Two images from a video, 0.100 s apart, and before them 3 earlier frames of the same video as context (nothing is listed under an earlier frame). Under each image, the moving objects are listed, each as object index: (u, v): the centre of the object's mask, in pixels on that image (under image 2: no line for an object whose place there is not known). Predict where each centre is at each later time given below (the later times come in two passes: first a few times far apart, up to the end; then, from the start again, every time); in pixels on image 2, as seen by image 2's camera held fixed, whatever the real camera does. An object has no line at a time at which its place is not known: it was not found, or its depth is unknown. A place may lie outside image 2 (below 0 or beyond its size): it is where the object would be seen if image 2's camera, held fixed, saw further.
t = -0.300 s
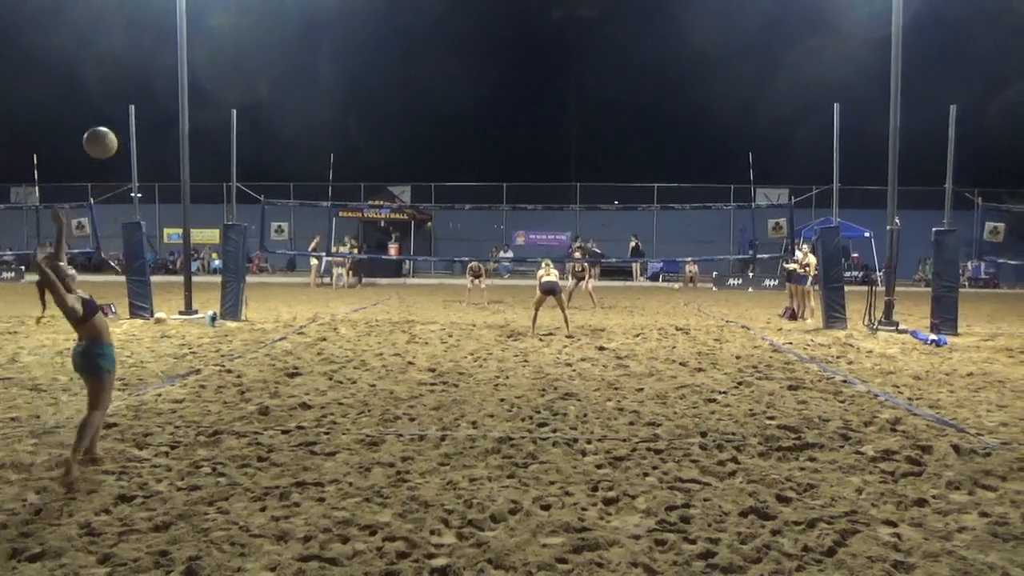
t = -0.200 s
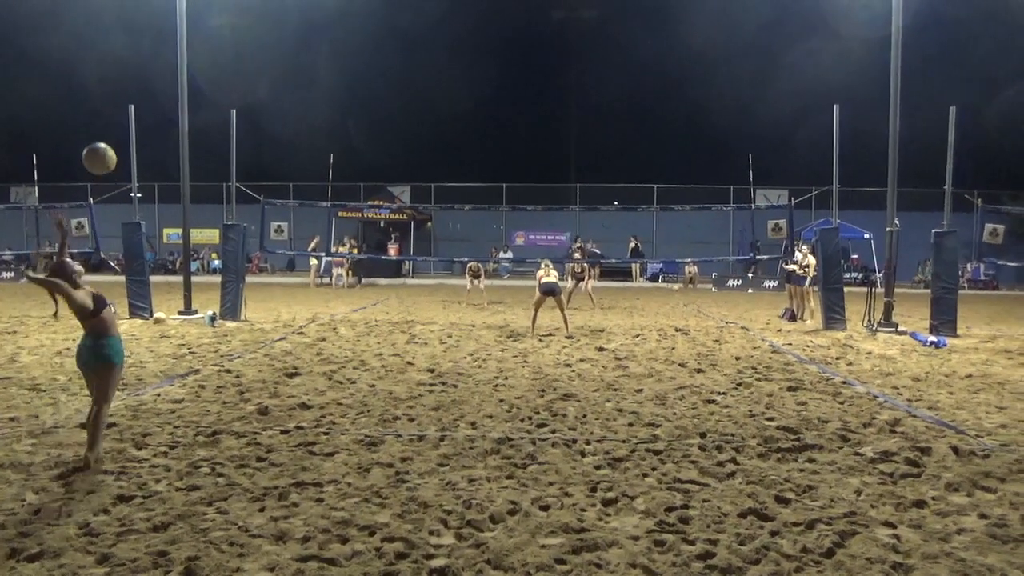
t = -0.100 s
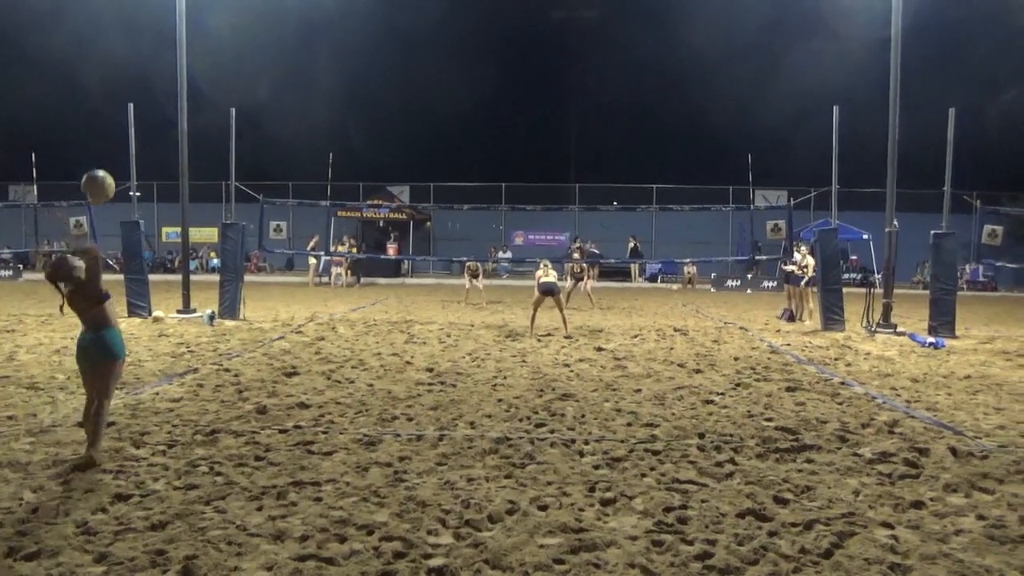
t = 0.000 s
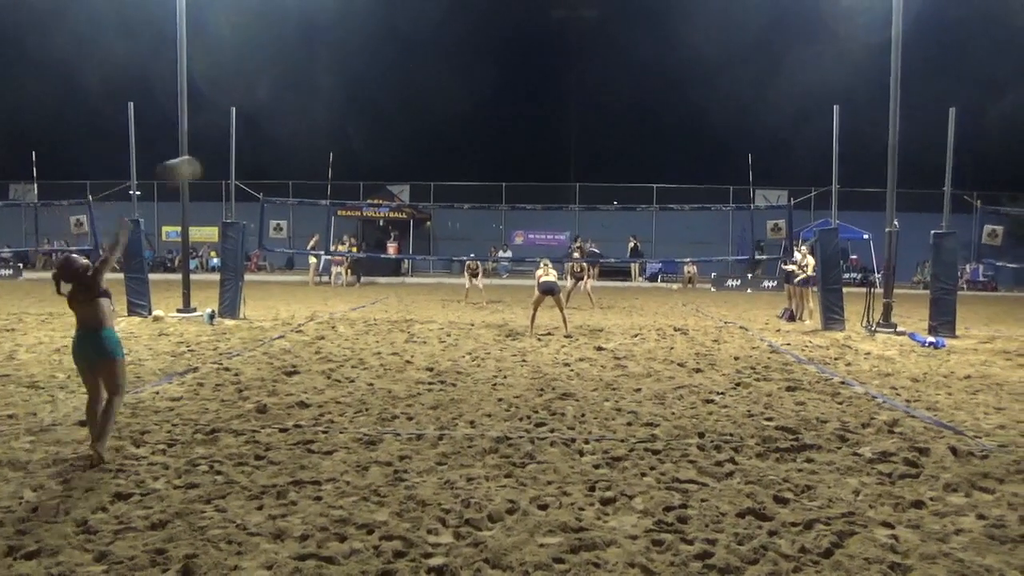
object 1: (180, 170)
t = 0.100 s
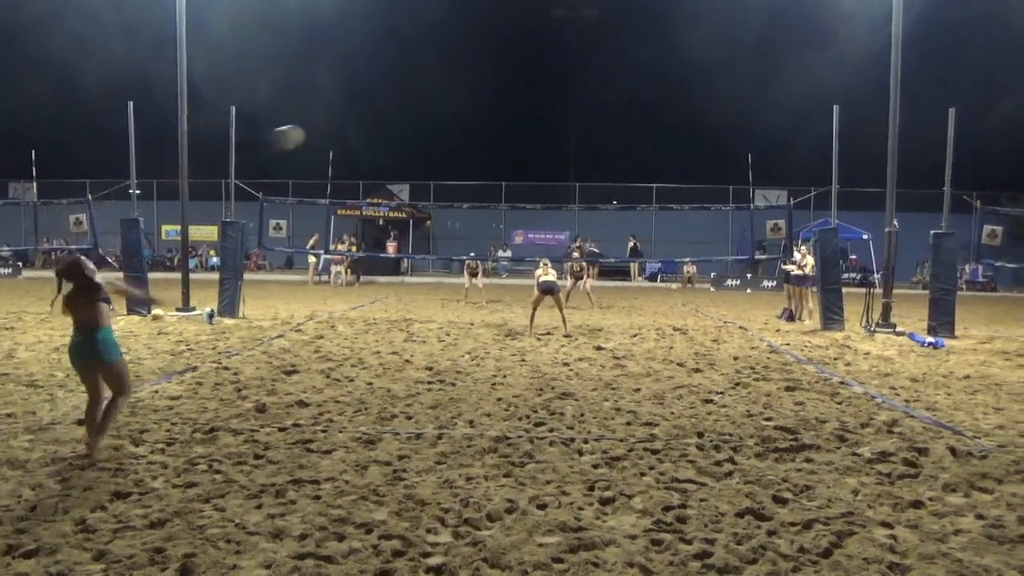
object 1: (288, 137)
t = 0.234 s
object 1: (387, 118)
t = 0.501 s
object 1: (509, 132)
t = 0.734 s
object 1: (571, 171)
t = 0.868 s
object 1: (595, 198)
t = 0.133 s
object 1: (316, 130)
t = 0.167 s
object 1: (342, 125)
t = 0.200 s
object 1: (366, 121)
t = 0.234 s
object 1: (387, 118)
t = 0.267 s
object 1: (407, 117)
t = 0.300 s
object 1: (425, 116)
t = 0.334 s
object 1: (442, 117)
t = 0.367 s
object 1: (457, 119)
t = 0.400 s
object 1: (472, 121)
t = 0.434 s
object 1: (485, 125)
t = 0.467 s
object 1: (497, 128)
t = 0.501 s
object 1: (509, 132)
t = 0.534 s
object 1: (520, 137)
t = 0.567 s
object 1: (530, 141)
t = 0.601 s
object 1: (539, 147)
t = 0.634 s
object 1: (548, 152)
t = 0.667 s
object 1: (556, 158)
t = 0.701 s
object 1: (564, 164)
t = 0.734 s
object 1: (571, 171)
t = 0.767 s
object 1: (577, 176)
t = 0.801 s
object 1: (584, 184)
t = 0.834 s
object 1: (589, 191)
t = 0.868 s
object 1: (595, 198)
